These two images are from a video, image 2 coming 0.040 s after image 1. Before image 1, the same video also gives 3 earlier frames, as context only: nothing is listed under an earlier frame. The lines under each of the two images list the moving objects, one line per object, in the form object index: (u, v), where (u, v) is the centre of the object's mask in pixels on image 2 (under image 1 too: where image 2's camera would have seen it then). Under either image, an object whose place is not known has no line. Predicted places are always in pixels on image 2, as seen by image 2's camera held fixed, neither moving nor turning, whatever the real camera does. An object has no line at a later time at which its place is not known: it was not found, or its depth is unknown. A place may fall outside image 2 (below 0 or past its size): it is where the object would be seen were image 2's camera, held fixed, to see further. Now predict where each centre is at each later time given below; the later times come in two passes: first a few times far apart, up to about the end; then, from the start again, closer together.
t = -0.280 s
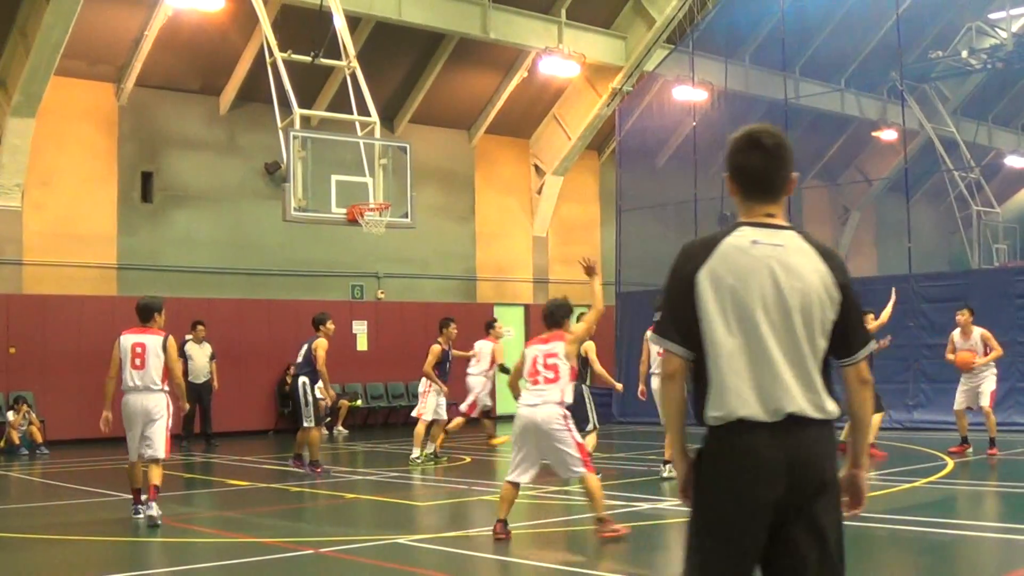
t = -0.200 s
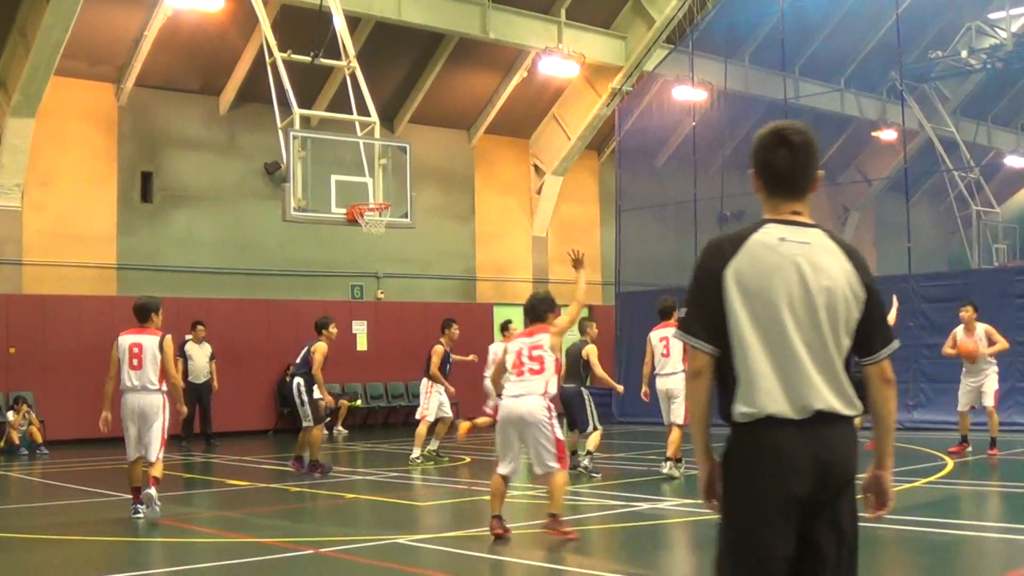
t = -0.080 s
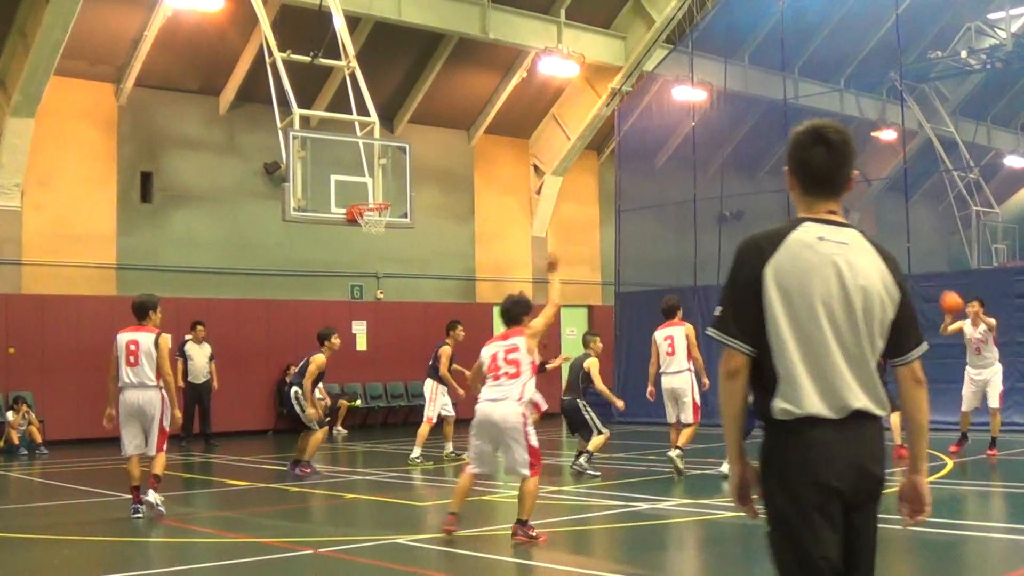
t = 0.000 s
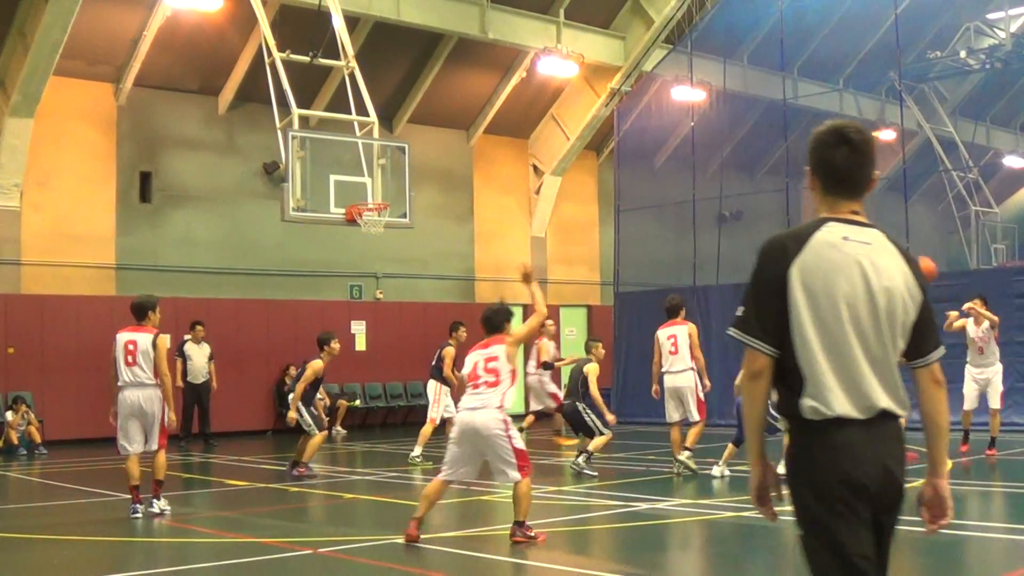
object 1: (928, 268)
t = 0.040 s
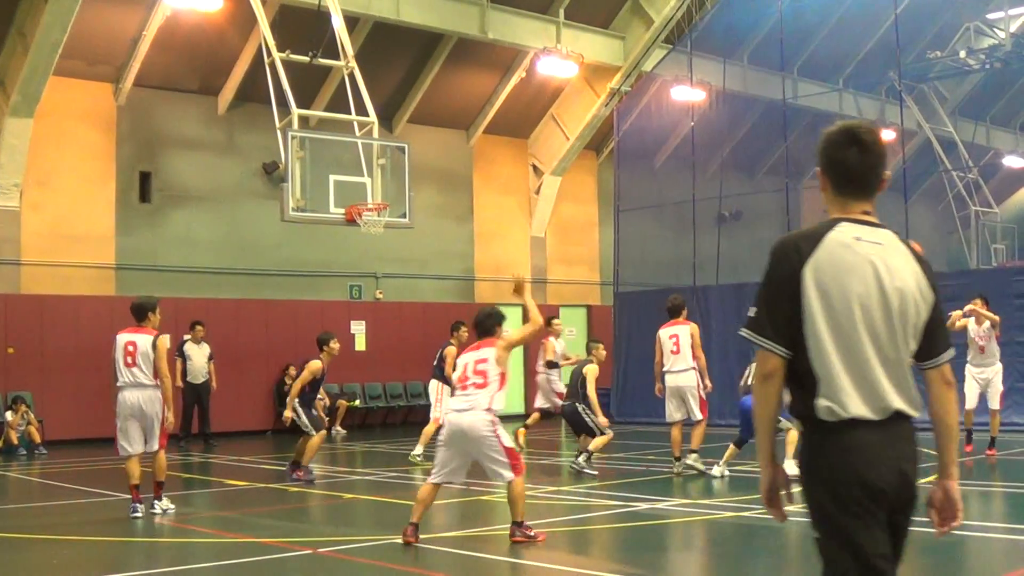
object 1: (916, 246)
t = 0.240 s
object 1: (834, 190)
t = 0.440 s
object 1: (747, 158)
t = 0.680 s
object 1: (620, 178)
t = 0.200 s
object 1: (849, 200)
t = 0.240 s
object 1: (834, 190)
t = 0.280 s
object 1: (817, 181)
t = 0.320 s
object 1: (801, 173)
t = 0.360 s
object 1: (783, 166)
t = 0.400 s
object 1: (765, 161)
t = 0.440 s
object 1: (747, 158)
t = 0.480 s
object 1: (727, 156)
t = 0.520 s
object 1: (707, 156)
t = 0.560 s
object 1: (686, 159)
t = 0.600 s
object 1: (665, 163)
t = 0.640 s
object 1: (643, 170)
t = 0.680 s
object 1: (620, 178)
